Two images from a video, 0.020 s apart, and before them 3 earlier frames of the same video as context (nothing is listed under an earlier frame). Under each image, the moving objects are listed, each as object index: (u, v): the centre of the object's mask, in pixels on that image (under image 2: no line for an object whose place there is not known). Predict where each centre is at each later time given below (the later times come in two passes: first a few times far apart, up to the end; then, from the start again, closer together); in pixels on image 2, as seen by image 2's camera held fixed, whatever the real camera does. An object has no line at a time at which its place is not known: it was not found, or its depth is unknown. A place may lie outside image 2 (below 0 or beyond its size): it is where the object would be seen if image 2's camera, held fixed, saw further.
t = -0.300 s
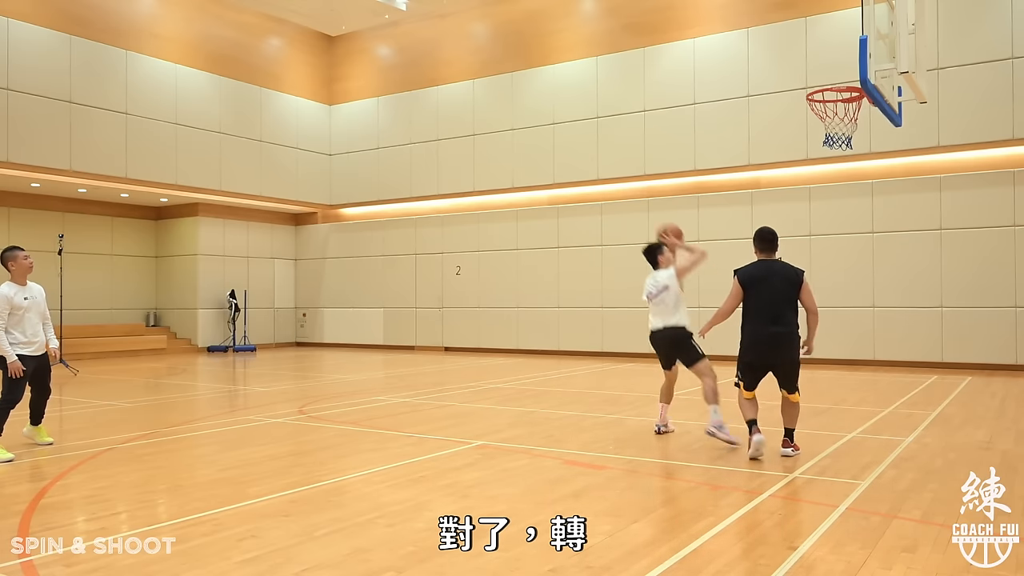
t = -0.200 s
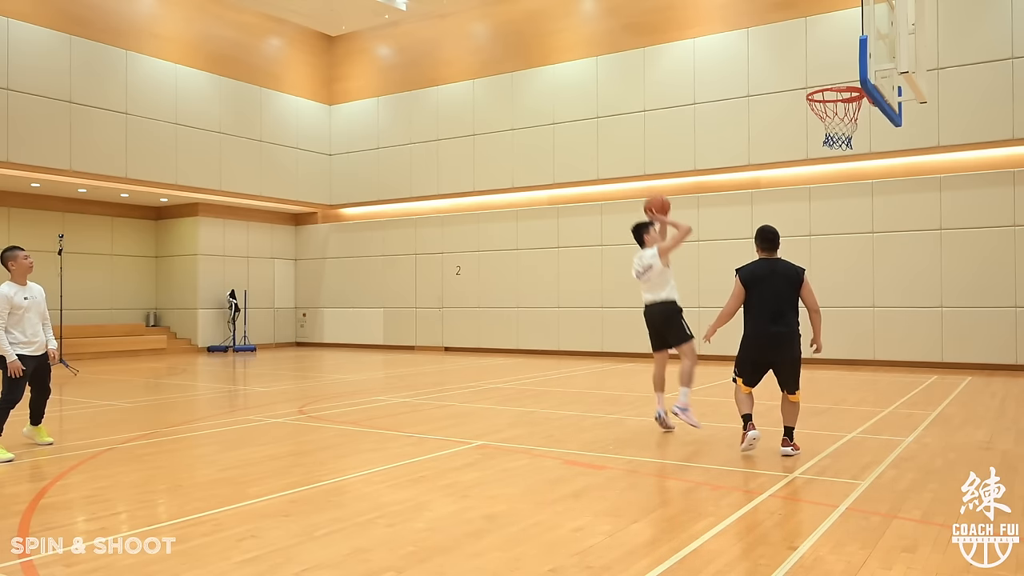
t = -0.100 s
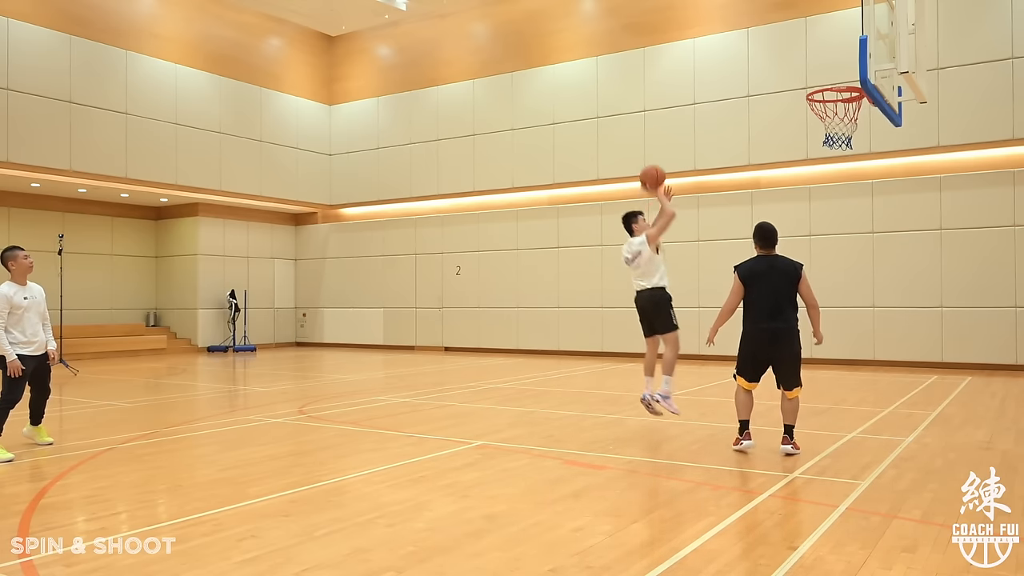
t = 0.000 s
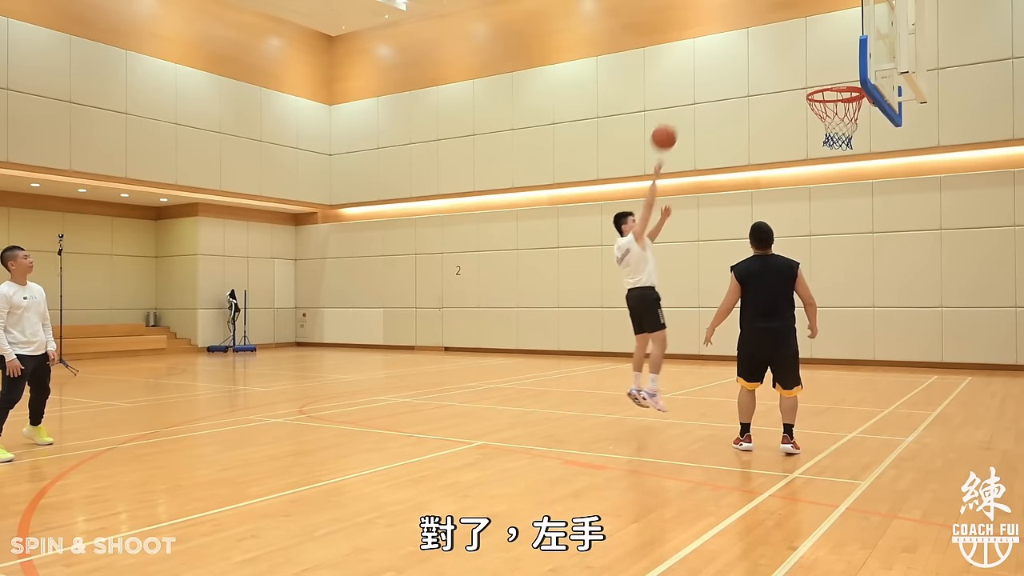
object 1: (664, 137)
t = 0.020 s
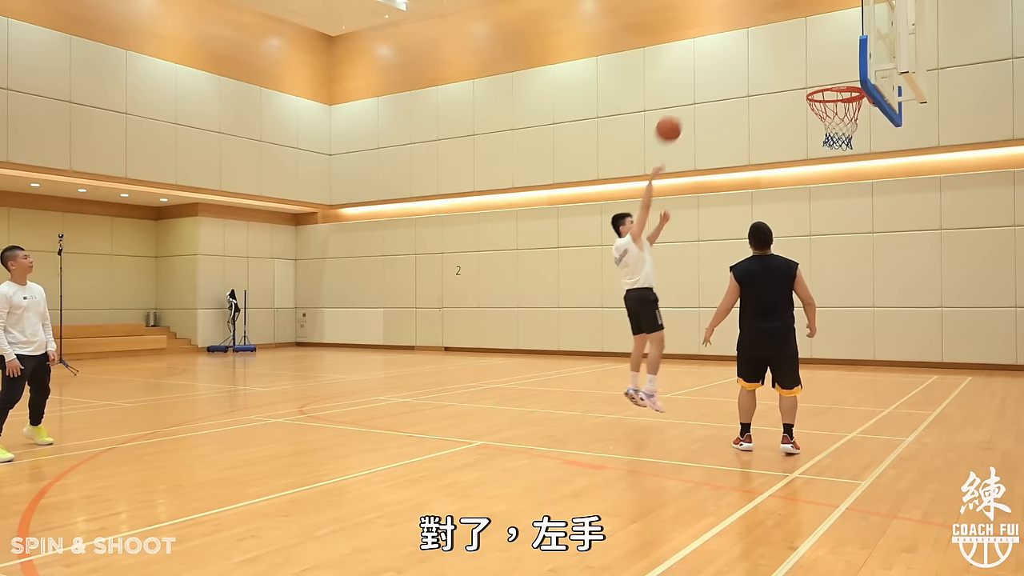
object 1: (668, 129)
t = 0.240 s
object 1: (718, 68)
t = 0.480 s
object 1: (772, 58)
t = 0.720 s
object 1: (810, 81)
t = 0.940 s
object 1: (807, 88)
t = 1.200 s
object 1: (808, 160)
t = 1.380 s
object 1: (808, 246)
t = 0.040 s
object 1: (673, 121)
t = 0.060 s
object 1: (677, 114)
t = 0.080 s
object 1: (682, 107)
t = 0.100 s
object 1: (686, 101)
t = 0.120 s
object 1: (690, 95)
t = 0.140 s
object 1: (695, 89)
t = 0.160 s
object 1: (700, 84)
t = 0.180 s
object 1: (704, 79)
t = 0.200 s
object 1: (708, 75)
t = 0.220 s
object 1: (713, 71)
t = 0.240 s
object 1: (718, 68)
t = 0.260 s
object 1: (722, 64)
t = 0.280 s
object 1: (727, 62)
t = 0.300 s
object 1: (732, 59)
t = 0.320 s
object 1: (736, 58)
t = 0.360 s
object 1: (745, 55)
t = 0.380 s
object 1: (749, 55)
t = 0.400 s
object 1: (754, 55)
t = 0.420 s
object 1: (758, 55)
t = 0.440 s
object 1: (762, 55)
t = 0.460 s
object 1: (767, 57)
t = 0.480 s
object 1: (772, 58)
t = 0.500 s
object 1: (776, 60)
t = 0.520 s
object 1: (781, 62)
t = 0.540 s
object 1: (785, 65)
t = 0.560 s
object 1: (790, 68)
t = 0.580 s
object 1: (794, 71)
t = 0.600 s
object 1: (799, 75)
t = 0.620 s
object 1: (803, 80)
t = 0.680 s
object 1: (810, 83)
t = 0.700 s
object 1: (810, 82)
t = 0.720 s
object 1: (810, 81)
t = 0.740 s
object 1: (810, 80)
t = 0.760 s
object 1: (810, 79)
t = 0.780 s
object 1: (810, 79)
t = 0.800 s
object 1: (810, 79)
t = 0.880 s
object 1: (809, 82)
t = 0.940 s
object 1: (807, 88)
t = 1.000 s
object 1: (807, 101)
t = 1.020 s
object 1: (808, 105)
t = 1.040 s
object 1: (808, 110)
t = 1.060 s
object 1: (808, 115)
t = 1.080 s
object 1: (808, 120)
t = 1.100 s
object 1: (808, 126)
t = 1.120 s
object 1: (808, 132)
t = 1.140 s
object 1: (808, 139)
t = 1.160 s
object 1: (808, 146)
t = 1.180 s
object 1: (808, 153)
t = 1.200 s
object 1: (808, 160)
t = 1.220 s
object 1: (808, 169)
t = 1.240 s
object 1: (808, 178)
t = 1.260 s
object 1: (808, 186)
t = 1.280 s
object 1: (808, 196)
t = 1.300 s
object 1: (808, 205)
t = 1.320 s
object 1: (808, 215)
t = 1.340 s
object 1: (808, 225)
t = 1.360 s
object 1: (808, 236)
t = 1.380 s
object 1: (808, 246)
